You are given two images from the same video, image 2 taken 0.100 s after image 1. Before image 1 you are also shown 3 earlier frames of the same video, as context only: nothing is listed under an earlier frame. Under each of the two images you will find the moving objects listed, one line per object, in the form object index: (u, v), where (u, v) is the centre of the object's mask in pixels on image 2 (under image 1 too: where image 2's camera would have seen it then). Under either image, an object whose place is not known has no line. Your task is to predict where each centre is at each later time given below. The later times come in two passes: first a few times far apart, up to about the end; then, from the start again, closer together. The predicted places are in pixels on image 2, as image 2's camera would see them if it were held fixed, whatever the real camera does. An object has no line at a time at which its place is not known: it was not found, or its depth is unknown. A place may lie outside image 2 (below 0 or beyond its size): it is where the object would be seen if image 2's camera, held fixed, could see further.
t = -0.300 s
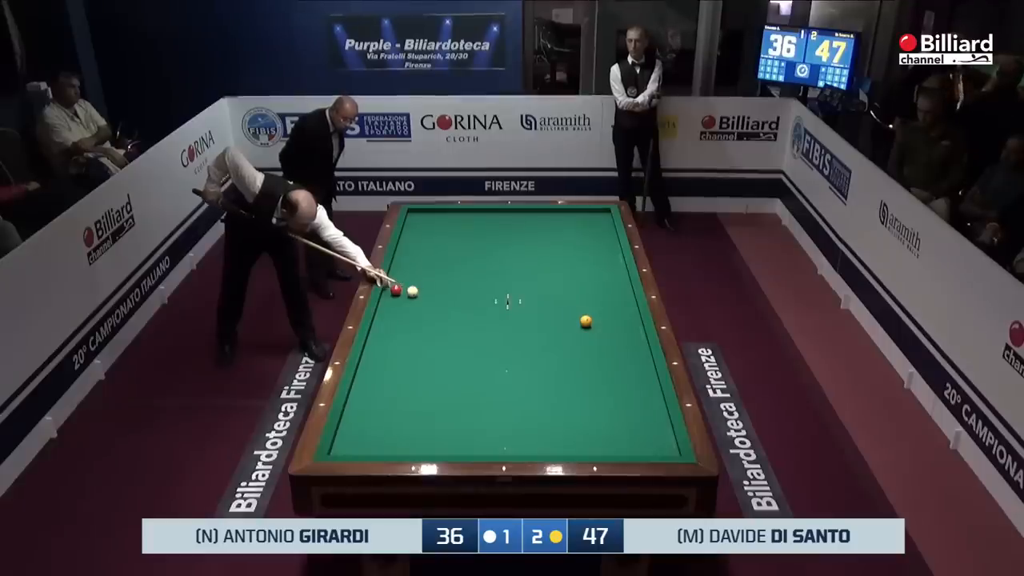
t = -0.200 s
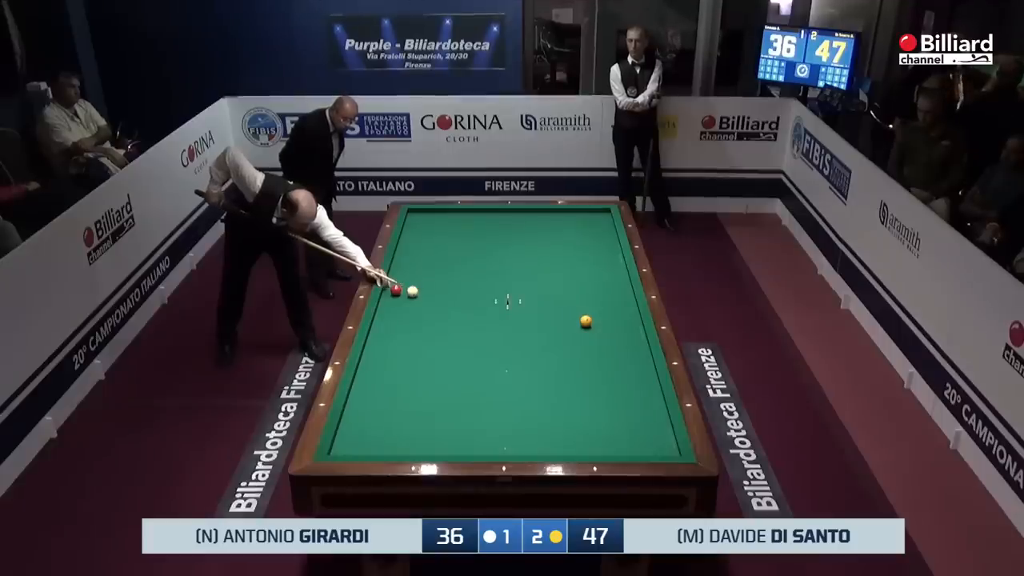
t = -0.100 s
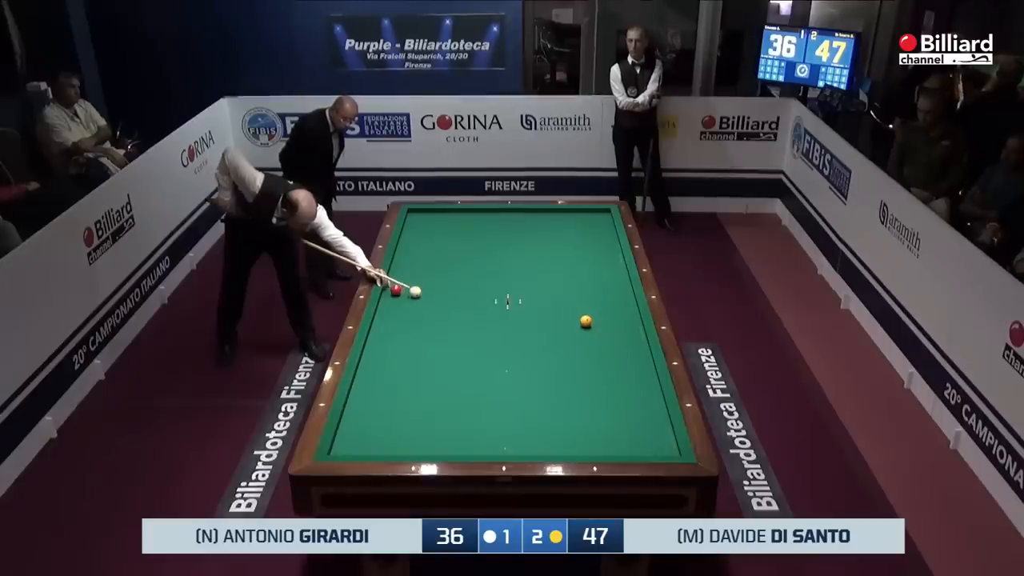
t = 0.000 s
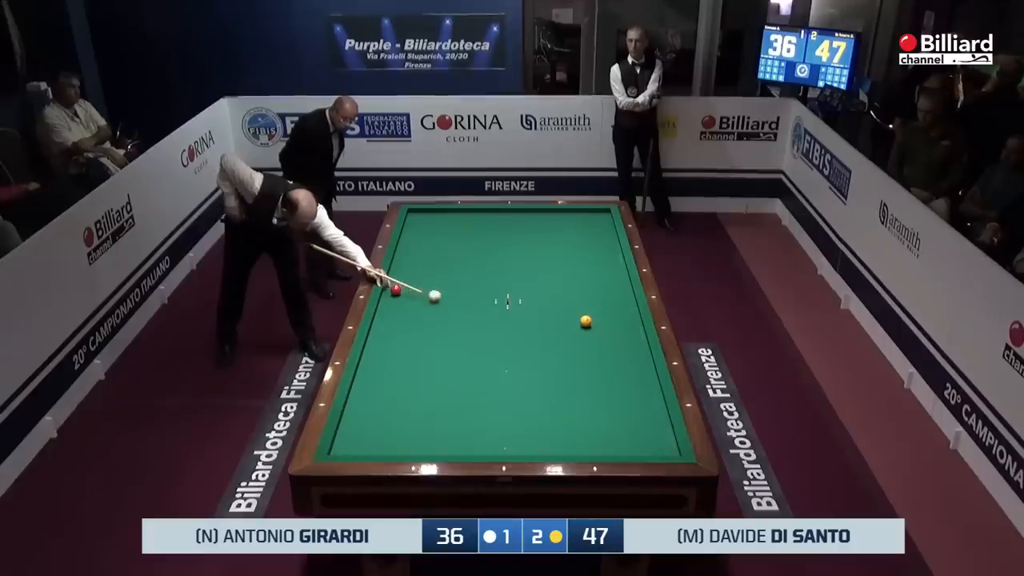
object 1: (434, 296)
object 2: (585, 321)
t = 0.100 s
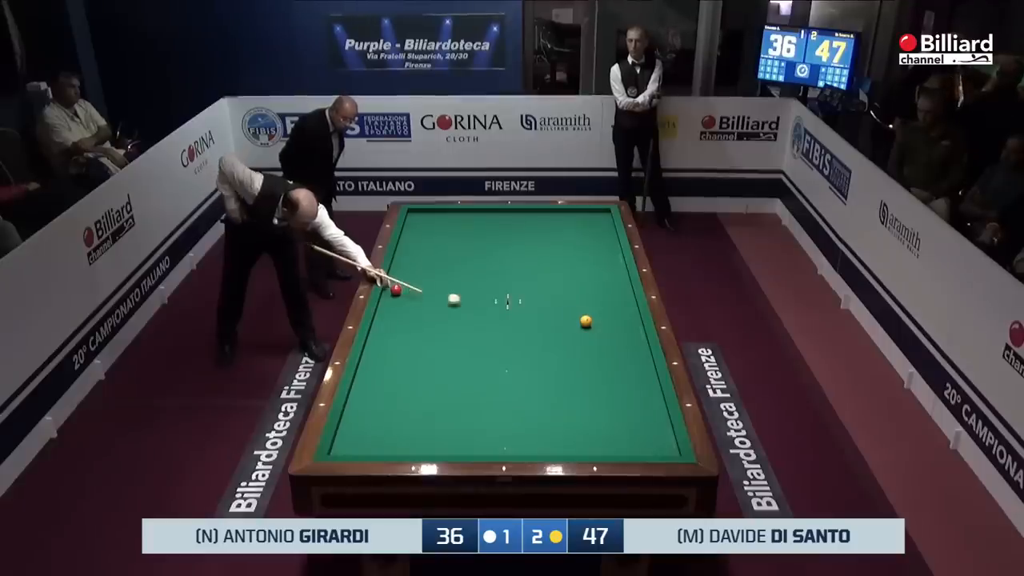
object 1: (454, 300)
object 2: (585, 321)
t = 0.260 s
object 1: (485, 306)
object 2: (585, 321)
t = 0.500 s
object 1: (534, 315)
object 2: (585, 321)
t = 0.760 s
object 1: (581, 328)
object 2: (593, 320)
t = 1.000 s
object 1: (608, 344)
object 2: (614, 316)
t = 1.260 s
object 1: (639, 361)
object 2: (634, 313)
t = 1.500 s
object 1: (641, 375)
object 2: (622, 311)
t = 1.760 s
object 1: (629, 390)
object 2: (610, 309)
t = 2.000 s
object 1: (618, 404)
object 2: (599, 307)
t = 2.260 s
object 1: (605, 420)
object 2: (589, 306)
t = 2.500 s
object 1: (593, 435)
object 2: (580, 304)
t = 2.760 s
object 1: (580, 449)
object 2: (570, 303)
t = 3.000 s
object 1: (564, 445)
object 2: (562, 302)
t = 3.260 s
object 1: (547, 436)
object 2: (554, 301)
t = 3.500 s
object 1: (532, 428)
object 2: (547, 300)
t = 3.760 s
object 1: (517, 420)
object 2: (540, 299)
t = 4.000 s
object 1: (504, 412)
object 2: (534, 299)
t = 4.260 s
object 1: (491, 405)
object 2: (528, 297)
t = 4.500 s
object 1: (480, 399)
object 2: (523, 297)
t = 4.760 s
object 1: (468, 392)
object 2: (518, 296)
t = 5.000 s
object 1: (458, 387)
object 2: (516, 296)
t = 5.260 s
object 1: (448, 381)
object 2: (511, 296)
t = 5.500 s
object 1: (440, 376)
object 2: (507, 296)
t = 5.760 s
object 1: (431, 371)
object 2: (504, 295)
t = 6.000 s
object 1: (423, 367)
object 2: (502, 295)
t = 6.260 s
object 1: (416, 362)
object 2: (501, 295)
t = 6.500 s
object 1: (409, 359)
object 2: (500, 295)
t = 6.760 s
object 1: (403, 355)
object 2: (499, 295)
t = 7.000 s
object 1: (397, 352)
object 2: (499, 294)
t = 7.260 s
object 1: (392, 348)
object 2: (499, 294)
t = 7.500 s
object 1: (387, 345)
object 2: (499, 294)
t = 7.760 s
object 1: (383, 342)
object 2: (499, 294)
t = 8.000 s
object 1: (379, 339)
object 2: (499, 294)
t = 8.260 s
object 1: (375, 337)
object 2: (499, 294)
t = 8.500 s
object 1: (373, 335)
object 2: (499, 294)
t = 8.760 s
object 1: (376, 334)
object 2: (499, 294)
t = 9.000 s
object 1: (377, 333)
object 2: (499, 294)
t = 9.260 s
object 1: (379, 332)
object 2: (499, 294)
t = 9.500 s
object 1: (380, 332)
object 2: (499, 294)
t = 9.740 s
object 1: (380, 331)
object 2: (499, 294)
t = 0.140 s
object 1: (461, 301)
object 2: (585, 321)
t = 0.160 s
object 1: (465, 302)
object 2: (585, 321)
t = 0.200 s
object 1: (473, 304)
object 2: (585, 321)
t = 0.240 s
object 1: (481, 305)
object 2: (585, 321)
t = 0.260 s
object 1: (485, 306)
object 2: (585, 321)
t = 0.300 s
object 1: (493, 307)
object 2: (585, 321)
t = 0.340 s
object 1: (501, 309)
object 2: (585, 321)
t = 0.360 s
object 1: (505, 310)
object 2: (585, 321)
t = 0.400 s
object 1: (513, 311)
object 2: (585, 321)
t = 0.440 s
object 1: (522, 313)
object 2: (585, 321)
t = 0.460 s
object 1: (526, 314)
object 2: (585, 321)
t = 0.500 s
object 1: (534, 315)
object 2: (585, 321)
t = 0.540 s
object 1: (542, 317)
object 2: (585, 321)
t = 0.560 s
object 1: (546, 318)
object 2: (585, 321)
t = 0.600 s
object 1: (554, 320)
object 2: (585, 321)
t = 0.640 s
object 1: (563, 321)
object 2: (586, 321)
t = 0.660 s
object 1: (567, 322)
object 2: (586, 321)
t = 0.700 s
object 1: (575, 324)
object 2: (586, 321)
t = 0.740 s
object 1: (579, 327)
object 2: (591, 320)
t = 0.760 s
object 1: (581, 328)
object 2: (593, 320)
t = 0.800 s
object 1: (584, 331)
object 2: (597, 319)
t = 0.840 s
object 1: (589, 333)
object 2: (601, 319)
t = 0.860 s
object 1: (591, 334)
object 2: (602, 318)
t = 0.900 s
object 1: (596, 337)
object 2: (606, 318)
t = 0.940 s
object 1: (601, 340)
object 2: (609, 317)
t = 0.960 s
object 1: (603, 341)
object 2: (611, 317)
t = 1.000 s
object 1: (608, 344)
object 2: (614, 316)
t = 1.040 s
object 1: (613, 346)
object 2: (617, 316)
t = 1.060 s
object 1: (615, 347)
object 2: (619, 315)
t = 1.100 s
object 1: (619, 350)
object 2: (622, 315)
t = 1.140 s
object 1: (624, 353)
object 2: (625, 314)
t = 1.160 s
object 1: (627, 354)
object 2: (627, 314)
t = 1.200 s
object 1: (632, 357)
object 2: (630, 313)
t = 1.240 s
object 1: (636, 360)
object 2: (634, 313)
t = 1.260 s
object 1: (639, 361)
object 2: (634, 313)
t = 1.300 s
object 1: (644, 364)
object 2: (631, 312)
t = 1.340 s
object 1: (648, 367)
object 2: (630, 312)
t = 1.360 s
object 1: (648, 368)
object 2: (628, 312)
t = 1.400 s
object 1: (646, 370)
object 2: (627, 312)
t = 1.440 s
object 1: (643, 372)
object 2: (625, 311)
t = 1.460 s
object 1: (643, 373)
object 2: (623, 311)
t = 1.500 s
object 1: (641, 375)
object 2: (622, 311)
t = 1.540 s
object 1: (639, 378)
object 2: (620, 311)
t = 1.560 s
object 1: (638, 379)
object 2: (619, 310)
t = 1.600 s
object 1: (637, 381)
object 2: (617, 310)
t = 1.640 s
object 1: (635, 383)
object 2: (615, 310)
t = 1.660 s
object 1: (634, 384)
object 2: (614, 310)
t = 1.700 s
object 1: (632, 387)
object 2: (612, 309)
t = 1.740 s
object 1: (630, 389)
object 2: (611, 309)
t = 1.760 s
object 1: (629, 390)
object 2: (610, 309)
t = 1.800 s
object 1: (628, 392)
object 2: (608, 309)
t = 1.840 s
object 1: (625, 395)
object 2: (606, 308)
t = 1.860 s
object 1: (625, 396)
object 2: (605, 309)
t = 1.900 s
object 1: (622, 398)
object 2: (603, 308)
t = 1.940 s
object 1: (621, 401)
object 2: (602, 308)
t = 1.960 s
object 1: (620, 402)
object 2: (601, 308)
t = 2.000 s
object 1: (618, 404)
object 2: (599, 307)
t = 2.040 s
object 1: (616, 406)
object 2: (598, 307)
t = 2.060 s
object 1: (615, 408)
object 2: (597, 307)
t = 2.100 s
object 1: (613, 410)
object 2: (595, 307)
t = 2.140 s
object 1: (611, 413)
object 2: (593, 307)
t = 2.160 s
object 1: (610, 414)
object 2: (592, 306)
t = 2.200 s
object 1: (608, 416)
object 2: (591, 306)
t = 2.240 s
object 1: (606, 419)
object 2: (590, 306)
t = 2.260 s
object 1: (605, 420)
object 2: (589, 306)
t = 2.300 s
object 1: (604, 422)
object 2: (587, 306)
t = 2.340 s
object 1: (602, 425)
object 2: (586, 305)
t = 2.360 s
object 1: (601, 426)
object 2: (585, 305)
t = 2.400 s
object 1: (599, 429)
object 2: (583, 305)
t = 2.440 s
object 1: (596, 431)
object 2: (582, 305)
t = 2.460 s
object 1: (595, 433)
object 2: (581, 305)
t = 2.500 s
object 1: (593, 435)
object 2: (580, 304)
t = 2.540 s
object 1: (591, 437)
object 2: (578, 304)
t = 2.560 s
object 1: (590, 439)
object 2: (577, 304)
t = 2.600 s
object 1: (589, 441)
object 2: (576, 304)
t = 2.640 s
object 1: (586, 444)
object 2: (574, 304)
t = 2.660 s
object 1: (585, 445)
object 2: (573, 304)
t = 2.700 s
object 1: (583, 447)
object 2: (572, 304)
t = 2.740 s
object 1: (581, 448)
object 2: (571, 303)
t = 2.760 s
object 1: (580, 449)
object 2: (570, 303)
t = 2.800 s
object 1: (578, 450)
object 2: (569, 303)
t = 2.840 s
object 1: (575, 449)
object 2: (568, 303)
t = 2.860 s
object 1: (574, 448)
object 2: (567, 303)
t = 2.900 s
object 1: (571, 447)
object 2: (566, 302)
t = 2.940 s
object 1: (568, 446)
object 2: (564, 302)
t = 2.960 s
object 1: (567, 446)
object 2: (564, 302)
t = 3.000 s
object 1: (564, 445)
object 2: (562, 302)
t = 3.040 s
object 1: (561, 444)
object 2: (561, 302)
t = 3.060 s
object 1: (560, 443)
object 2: (560, 302)
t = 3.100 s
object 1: (558, 442)
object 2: (559, 301)
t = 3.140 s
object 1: (555, 440)
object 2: (558, 301)
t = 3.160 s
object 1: (553, 439)
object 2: (557, 301)
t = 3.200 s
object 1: (551, 438)
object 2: (556, 301)
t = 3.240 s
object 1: (548, 436)
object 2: (555, 301)
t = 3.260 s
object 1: (547, 436)
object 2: (554, 301)
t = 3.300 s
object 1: (544, 434)
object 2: (553, 301)
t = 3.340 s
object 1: (542, 433)
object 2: (552, 301)
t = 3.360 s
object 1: (541, 432)
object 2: (551, 300)
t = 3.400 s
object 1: (538, 431)
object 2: (550, 301)
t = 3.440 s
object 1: (536, 430)
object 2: (549, 300)
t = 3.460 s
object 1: (535, 429)
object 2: (548, 300)
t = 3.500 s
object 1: (532, 428)
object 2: (547, 300)
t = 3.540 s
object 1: (530, 427)
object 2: (546, 300)
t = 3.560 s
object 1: (529, 426)
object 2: (546, 300)
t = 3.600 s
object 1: (526, 425)
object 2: (544, 300)
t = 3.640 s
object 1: (524, 423)
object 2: (543, 299)
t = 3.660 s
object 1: (523, 423)
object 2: (542, 299)
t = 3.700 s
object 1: (521, 421)
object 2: (542, 299)
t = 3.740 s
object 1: (519, 420)
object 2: (540, 299)
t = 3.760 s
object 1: (517, 420)
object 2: (540, 299)
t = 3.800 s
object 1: (515, 418)
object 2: (539, 299)
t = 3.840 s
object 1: (513, 417)
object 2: (538, 299)
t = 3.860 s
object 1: (512, 416)
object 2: (537, 299)
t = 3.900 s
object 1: (510, 415)
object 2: (537, 299)
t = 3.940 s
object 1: (508, 414)
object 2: (536, 299)
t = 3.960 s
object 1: (506, 414)
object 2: (535, 299)
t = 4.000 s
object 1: (504, 412)
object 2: (534, 299)
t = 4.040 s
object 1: (502, 411)
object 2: (533, 298)
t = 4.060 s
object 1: (501, 411)
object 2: (532, 298)
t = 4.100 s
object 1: (499, 410)
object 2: (532, 298)
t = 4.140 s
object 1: (497, 408)
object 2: (531, 298)
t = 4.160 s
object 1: (496, 408)
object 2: (530, 298)
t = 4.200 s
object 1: (494, 407)
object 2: (530, 297)
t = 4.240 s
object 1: (492, 406)
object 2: (529, 297)
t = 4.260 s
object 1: (491, 405)
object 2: (528, 297)
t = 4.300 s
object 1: (489, 404)
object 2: (527, 297)
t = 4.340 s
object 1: (487, 403)
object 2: (527, 297)
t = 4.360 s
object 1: (486, 402)
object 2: (526, 297)
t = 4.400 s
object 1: (484, 401)
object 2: (525, 297)
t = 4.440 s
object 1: (482, 400)
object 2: (525, 297)
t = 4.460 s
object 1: (481, 400)
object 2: (524, 297)
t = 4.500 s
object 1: (480, 399)
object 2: (523, 297)
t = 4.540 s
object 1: (478, 398)
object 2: (523, 297)
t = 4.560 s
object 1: (477, 397)
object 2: (522, 296)
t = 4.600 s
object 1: (475, 396)
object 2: (522, 297)
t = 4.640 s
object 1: (473, 395)
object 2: (521, 296)
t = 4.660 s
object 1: (472, 395)
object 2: (520, 296)
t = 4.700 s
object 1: (471, 394)
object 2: (520, 296)
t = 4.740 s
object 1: (469, 393)
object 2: (519, 297)
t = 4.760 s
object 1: (468, 392)
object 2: (518, 296)
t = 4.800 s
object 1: (467, 392)
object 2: (518, 296)
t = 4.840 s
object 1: (465, 391)
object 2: (518, 296)
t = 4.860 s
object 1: (464, 390)
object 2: (517, 296)
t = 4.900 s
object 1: (462, 389)
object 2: (517, 296)
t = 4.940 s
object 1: (461, 388)
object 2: (516, 296)
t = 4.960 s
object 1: (460, 388)
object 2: (516, 296)
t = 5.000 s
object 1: (458, 387)
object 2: (516, 296)
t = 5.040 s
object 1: (457, 386)
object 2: (515, 296)
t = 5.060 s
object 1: (456, 385)
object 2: (514, 297)
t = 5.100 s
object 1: (454, 384)
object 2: (513, 296)
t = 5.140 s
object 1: (453, 383)
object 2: (513, 296)
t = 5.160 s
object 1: (452, 383)
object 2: (512, 296)
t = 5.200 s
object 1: (451, 382)
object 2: (512, 296)
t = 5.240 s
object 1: (449, 381)
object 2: (511, 296)
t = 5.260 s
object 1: (448, 381)
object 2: (511, 296)
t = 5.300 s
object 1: (447, 380)
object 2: (510, 296)
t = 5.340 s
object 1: (445, 379)
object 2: (510, 296)
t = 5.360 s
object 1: (444, 379)
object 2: (510, 296)
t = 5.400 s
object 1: (443, 378)
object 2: (509, 296)
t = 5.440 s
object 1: (442, 377)
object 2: (508, 296)
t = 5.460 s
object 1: (441, 377)
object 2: (508, 296)
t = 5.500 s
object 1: (440, 376)
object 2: (507, 296)
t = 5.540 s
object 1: (438, 375)
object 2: (507, 296)
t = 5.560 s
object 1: (438, 375)
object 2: (506, 295)
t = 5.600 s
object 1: (436, 374)
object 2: (506, 295)
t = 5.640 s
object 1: (435, 373)
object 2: (506, 296)
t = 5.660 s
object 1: (434, 373)
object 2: (505, 296)
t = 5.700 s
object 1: (433, 372)
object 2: (505, 296)
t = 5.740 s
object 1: (431, 371)
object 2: (505, 295)
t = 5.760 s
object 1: (431, 371)
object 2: (504, 295)
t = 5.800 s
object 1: (430, 370)
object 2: (504, 296)
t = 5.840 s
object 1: (428, 370)
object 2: (504, 295)
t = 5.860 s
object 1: (428, 370)
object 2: (503, 295)
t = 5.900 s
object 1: (426, 369)
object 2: (503, 295)
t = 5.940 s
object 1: (425, 368)
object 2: (503, 295)
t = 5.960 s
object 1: (425, 368)
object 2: (503, 295)
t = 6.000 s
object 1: (423, 367)
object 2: (502, 295)
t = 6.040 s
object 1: (422, 366)
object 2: (502, 295)
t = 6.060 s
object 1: (422, 366)
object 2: (502, 295)
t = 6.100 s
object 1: (420, 365)
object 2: (501, 295)
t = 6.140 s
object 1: (419, 365)
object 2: (501, 295)
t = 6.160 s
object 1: (418, 364)
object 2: (501, 295)
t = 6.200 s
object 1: (417, 364)
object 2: (501, 295)
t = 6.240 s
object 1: (416, 363)
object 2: (501, 295)
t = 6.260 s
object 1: (416, 362)
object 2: (501, 295)
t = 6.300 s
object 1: (415, 362)
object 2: (500, 295)
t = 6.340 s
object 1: (413, 361)
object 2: (500, 295)
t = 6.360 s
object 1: (413, 361)
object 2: (500, 295)
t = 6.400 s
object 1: (412, 360)
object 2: (500, 295)
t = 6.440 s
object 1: (411, 360)
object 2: (500, 295)
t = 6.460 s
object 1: (410, 359)
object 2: (500, 295)
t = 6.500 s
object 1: (409, 359)
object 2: (500, 295)
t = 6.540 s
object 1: (408, 358)
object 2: (499, 295)
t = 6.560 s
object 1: (408, 358)
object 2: (499, 295)
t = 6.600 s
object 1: (407, 357)
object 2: (499, 295)
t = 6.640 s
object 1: (406, 357)
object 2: (499, 295)
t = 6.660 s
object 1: (405, 356)
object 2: (499, 295)
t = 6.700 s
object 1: (404, 356)
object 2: (499, 295)
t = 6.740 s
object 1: (403, 355)
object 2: (499, 295)
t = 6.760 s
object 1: (403, 355)
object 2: (499, 295)
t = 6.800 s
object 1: (402, 354)
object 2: (499, 295)
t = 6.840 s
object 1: (401, 354)
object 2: (499, 294)
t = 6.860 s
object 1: (400, 354)
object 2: (499, 294)
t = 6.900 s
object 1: (399, 353)
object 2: (499, 295)
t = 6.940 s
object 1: (398, 352)
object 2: (499, 294)
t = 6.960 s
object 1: (398, 352)
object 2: (499, 294)
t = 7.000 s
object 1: (397, 352)
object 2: (499, 294)
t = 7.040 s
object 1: (396, 351)
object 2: (499, 294)
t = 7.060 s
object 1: (396, 351)
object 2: (499, 294)
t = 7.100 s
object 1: (395, 350)
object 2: (499, 294)
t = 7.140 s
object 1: (394, 350)
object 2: (499, 294)
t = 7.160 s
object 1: (394, 350)
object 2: (499, 294)
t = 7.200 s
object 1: (393, 349)
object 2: (499, 294)
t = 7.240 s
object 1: (392, 349)
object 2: (499, 294)
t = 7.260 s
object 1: (392, 348)
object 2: (499, 294)
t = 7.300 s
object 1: (391, 348)
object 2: (499, 294)
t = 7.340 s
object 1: (390, 347)
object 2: (499, 294)
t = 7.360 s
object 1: (390, 347)
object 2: (499, 294)
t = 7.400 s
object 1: (389, 347)
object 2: (499, 294)
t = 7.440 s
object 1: (389, 346)
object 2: (499, 294)
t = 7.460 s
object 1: (388, 346)
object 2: (499, 294)
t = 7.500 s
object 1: (387, 345)
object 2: (499, 294)
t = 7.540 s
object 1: (387, 345)
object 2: (499, 295)
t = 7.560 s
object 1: (386, 344)
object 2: (499, 294)
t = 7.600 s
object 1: (385, 344)
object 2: (499, 294)
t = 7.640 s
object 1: (385, 343)
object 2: (499, 294)
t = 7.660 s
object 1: (384, 343)
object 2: (499, 294)
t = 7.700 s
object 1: (384, 343)
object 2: (499, 294)
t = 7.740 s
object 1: (383, 342)
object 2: (499, 294)
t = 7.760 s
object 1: (383, 342)
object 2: (499, 294)
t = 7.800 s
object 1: (382, 341)
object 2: (499, 294)
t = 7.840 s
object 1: (381, 341)
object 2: (499, 294)
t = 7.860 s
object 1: (381, 341)
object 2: (499, 294)
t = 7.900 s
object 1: (380, 340)
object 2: (499, 294)
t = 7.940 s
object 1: (380, 340)
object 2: (499, 294)
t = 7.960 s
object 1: (379, 340)
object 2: (499, 294)
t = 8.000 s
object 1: (379, 339)
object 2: (499, 294)
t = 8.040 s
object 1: (378, 339)
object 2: (499, 294)
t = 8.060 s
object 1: (378, 339)
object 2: (499, 294)
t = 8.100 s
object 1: (377, 338)
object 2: (499, 294)
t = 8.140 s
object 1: (376, 338)
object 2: (499, 294)
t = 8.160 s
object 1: (376, 338)
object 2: (499, 294)
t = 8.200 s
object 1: (376, 337)
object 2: (499, 294)
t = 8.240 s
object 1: (375, 337)
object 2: (499, 294)
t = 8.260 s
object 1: (375, 337)
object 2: (499, 294)
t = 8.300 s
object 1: (374, 337)
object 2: (499, 294)
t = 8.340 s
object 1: (374, 336)
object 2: (499, 294)
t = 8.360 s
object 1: (373, 336)
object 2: (499, 294)
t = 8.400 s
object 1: (373, 336)
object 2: (499, 294)
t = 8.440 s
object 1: (373, 335)
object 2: (499, 294)
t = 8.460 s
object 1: (373, 335)
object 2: (499, 294)
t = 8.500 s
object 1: (373, 335)
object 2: (499, 294)
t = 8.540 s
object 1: (374, 335)
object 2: (499, 294)
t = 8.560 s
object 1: (374, 335)
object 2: (499, 294)
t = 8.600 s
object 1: (374, 335)
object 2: (499, 294)
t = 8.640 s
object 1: (375, 334)
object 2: (499, 294)
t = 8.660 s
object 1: (375, 334)
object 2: (499, 294)
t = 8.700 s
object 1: (375, 334)
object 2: (499, 294)
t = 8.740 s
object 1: (375, 334)
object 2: (499, 294)
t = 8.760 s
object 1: (376, 334)
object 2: (499, 294)
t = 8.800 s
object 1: (376, 334)
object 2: (499, 294)
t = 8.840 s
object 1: (376, 334)
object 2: (499, 294)
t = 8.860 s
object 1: (376, 333)
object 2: (499, 294)
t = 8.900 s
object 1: (377, 333)
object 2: (499, 294)
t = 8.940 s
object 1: (377, 333)
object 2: (499, 294)
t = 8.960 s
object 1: (377, 333)
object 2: (499, 294)
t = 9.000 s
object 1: (377, 333)
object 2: (499, 294)
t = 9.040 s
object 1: (378, 333)
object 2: (499, 294)
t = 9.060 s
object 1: (378, 333)
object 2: (499, 294)
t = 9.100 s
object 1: (378, 333)
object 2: (499, 294)
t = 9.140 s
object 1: (378, 333)
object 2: (499, 294)
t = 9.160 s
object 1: (378, 333)
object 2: (499, 294)
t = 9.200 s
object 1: (379, 333)
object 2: (499, 294)
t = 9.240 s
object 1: (379, 332)
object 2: (499, 294)
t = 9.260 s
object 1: (379, 332)
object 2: (499, 294)
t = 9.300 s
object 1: (379, 332)
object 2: (499, 294)
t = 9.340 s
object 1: (379, 332)
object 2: (499, 294)
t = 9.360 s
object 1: (379, 332)
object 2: (499, 294)
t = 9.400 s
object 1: (380, 332)
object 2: (499, 294)
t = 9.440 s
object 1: (380, 332)
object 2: (499, 294)
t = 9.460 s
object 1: (380, 332)
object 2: (499, 294)
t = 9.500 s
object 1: (380, 332)
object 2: (499, 294)
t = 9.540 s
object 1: (380, 332)
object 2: (499, 294)
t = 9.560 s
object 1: (380, 332)
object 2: (499, 294)
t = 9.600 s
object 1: (380, 332)
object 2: (499, 294)
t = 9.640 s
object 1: (380, 332)
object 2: (499, 294)
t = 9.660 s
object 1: (380, 331)
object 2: (499, 294)
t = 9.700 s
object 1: (380, 331)
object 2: (499, 294)
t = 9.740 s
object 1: (380, 331)
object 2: (499, 294)
